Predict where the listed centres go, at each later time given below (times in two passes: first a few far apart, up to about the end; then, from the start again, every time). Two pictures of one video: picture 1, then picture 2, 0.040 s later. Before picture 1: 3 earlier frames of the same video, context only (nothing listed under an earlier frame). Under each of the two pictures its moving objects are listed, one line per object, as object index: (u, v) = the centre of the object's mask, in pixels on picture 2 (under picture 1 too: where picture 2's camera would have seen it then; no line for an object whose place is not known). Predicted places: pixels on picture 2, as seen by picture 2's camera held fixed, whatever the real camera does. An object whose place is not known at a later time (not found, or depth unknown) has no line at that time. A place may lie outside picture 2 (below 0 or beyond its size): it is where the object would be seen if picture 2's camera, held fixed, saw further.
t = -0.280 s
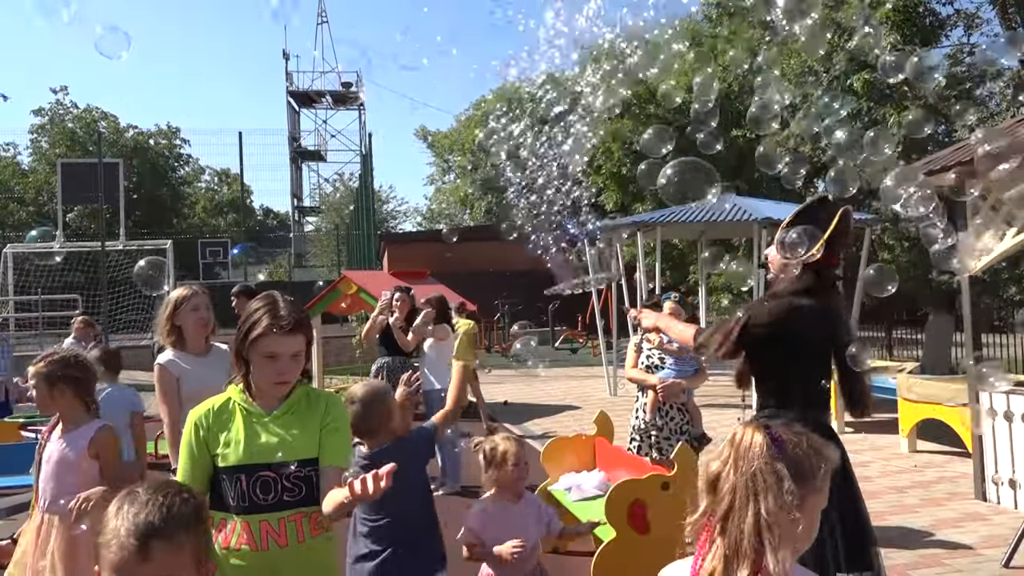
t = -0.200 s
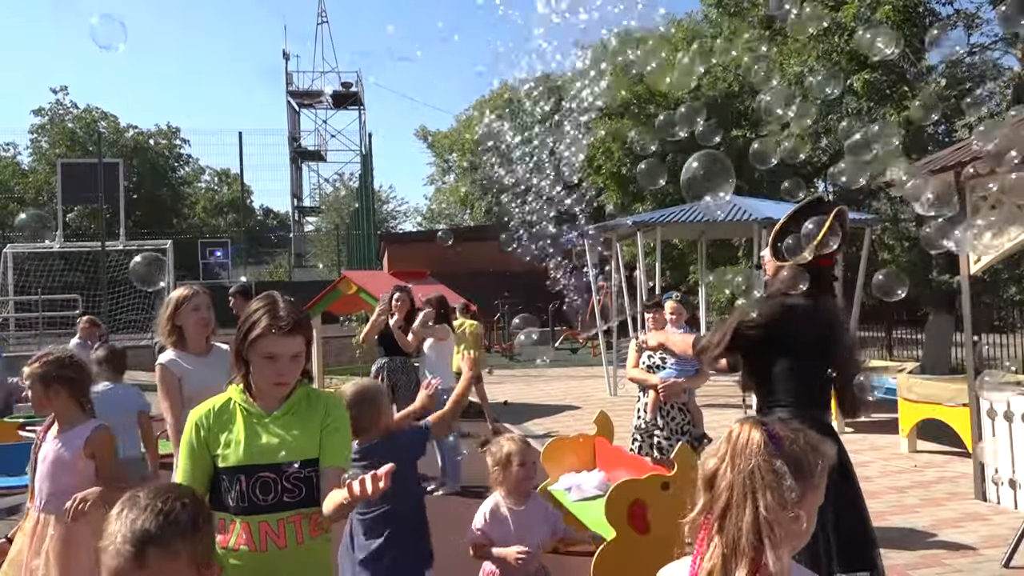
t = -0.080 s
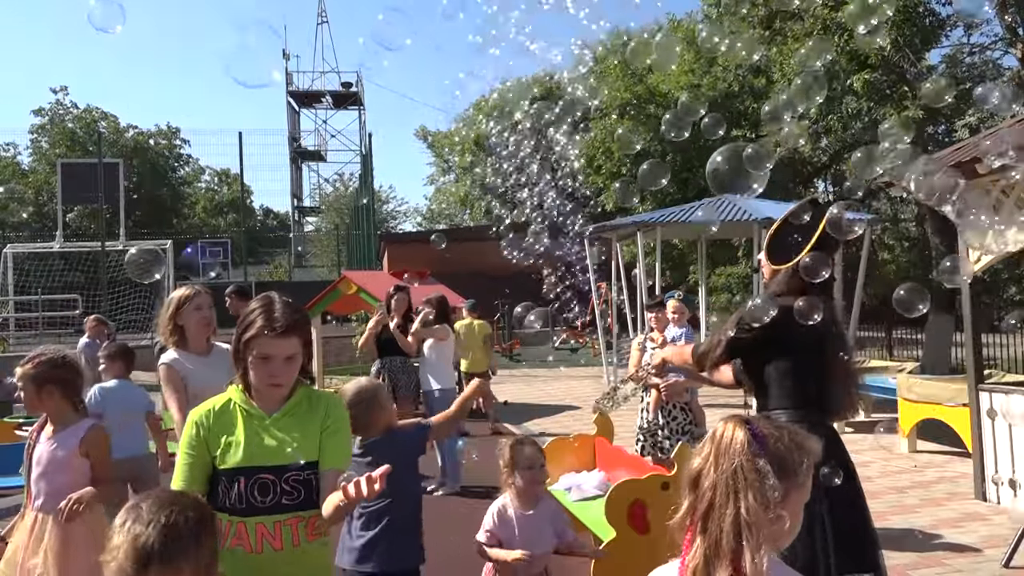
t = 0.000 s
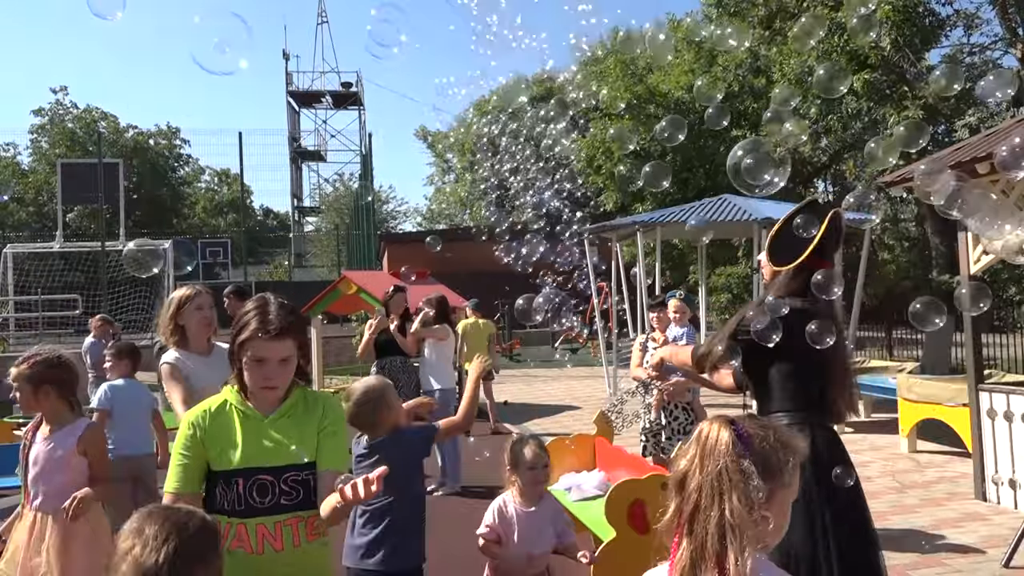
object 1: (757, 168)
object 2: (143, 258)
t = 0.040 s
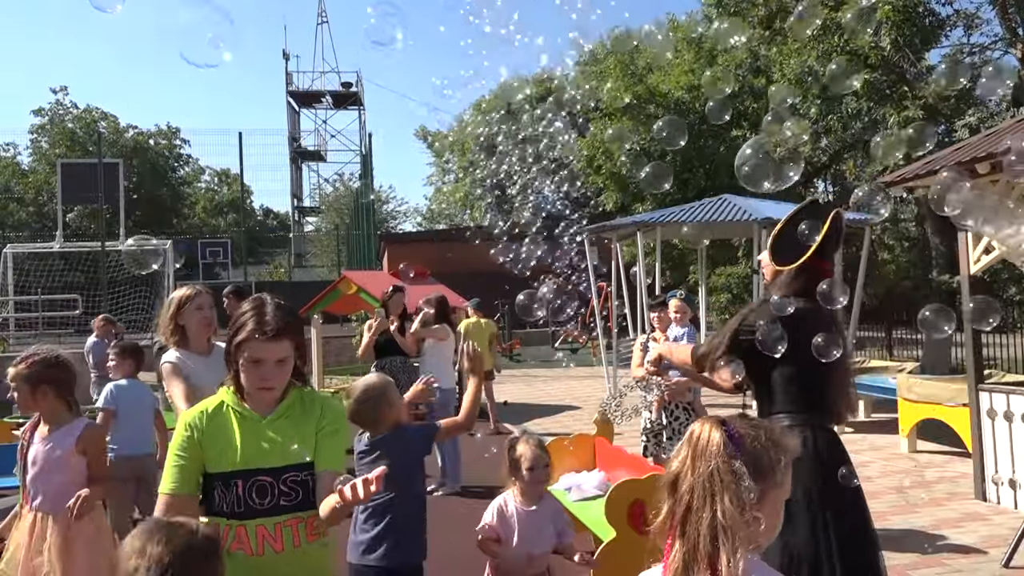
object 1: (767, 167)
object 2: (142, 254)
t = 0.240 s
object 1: (819, 144)
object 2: (142, 229)
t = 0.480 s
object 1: (876, 94)
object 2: (147, 201)
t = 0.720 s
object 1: (945, 30)
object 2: (151, 158)
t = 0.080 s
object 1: (778, 164)
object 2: (144, 250)
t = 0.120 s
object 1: (790, 154)
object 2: (142, 247)
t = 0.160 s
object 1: (799, 151)
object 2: (141, 233)
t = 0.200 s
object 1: (808, 149)
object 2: (142, 231)
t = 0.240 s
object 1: (819, 144)
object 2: (142, 229)
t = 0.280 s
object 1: (830, 134)
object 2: (142, 226)
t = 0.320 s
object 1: (837, 130)
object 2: (143, 223)
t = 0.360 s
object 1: (850, 119)
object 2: (144, 218)
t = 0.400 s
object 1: (858, 112)
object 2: (145, 213)
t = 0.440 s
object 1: (868, 103)
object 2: (146, 207)
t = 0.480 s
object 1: (876, 94)
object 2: (147, 201)
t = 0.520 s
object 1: (887, 82)
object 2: (147, 195)
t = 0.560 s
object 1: (895, 74)
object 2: (148, 188)
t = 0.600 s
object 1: (906, 63)
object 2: (149, 181)
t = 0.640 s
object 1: (915, 52)
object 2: (149, 174)
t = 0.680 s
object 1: (923, 43)
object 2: (150, 166)
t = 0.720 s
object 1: (945, 30)
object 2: (151, 158)
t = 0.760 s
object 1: (951, 26)
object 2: (152, 150)
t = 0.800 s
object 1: (958, 21)
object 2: (153, 144)
